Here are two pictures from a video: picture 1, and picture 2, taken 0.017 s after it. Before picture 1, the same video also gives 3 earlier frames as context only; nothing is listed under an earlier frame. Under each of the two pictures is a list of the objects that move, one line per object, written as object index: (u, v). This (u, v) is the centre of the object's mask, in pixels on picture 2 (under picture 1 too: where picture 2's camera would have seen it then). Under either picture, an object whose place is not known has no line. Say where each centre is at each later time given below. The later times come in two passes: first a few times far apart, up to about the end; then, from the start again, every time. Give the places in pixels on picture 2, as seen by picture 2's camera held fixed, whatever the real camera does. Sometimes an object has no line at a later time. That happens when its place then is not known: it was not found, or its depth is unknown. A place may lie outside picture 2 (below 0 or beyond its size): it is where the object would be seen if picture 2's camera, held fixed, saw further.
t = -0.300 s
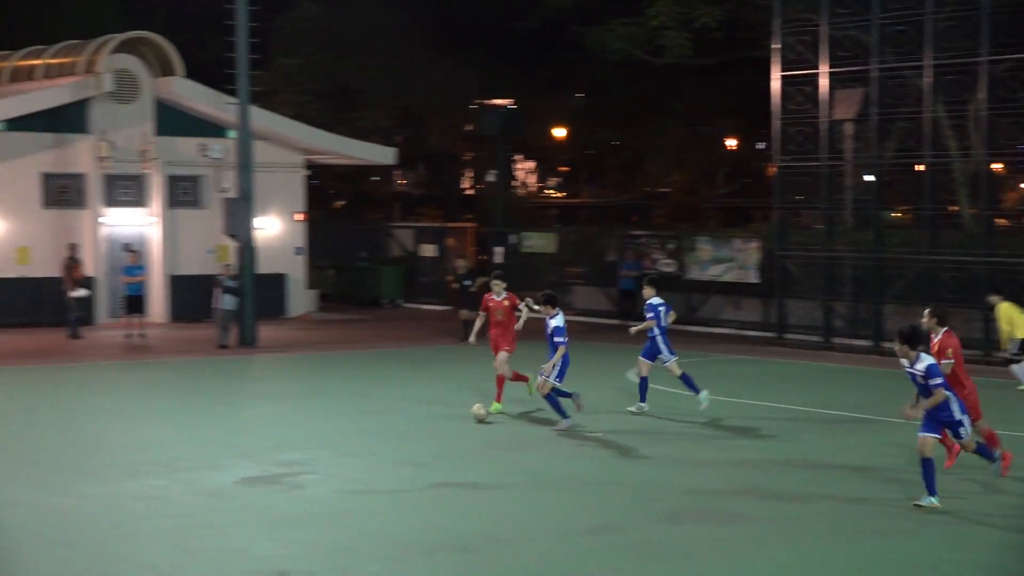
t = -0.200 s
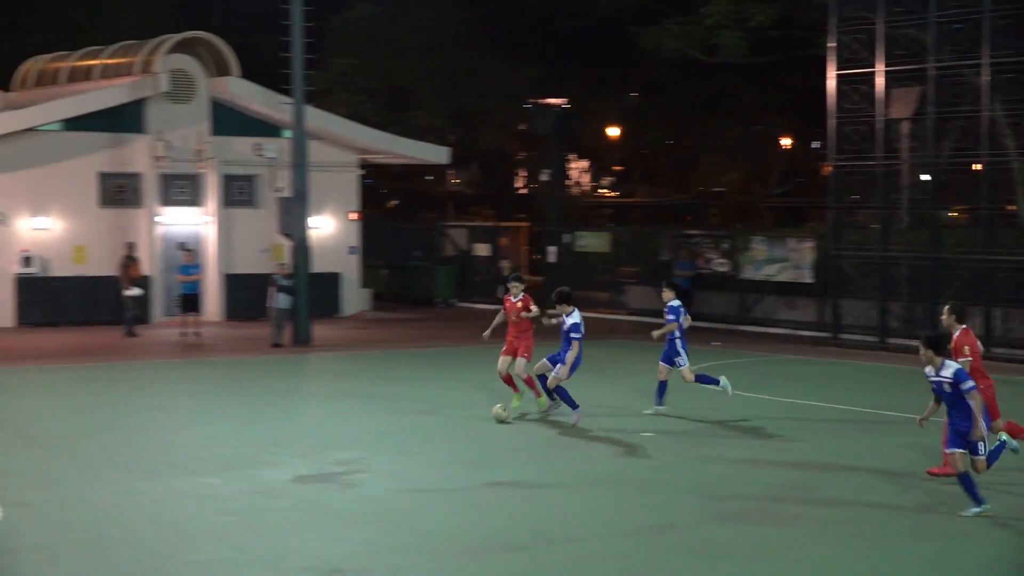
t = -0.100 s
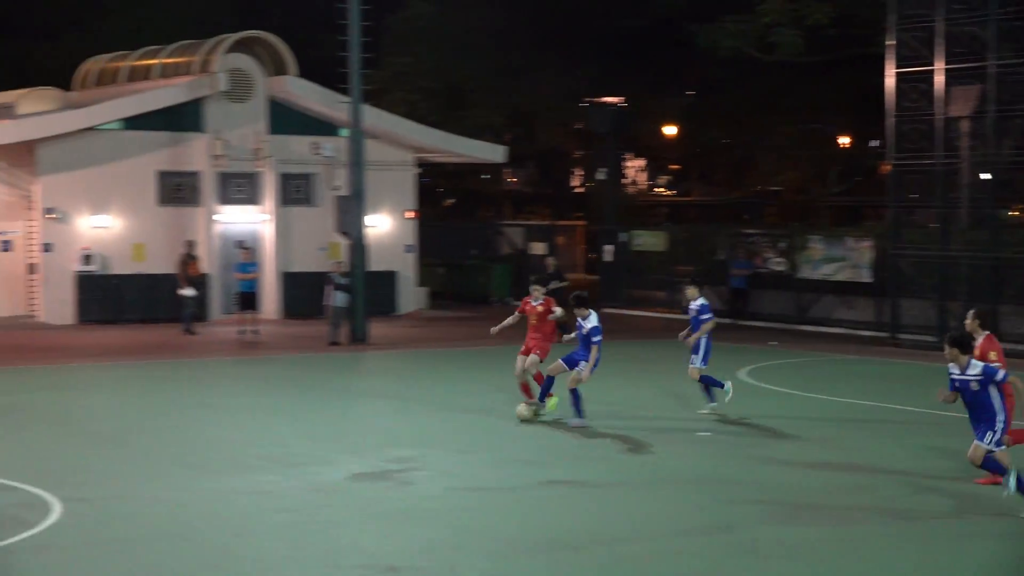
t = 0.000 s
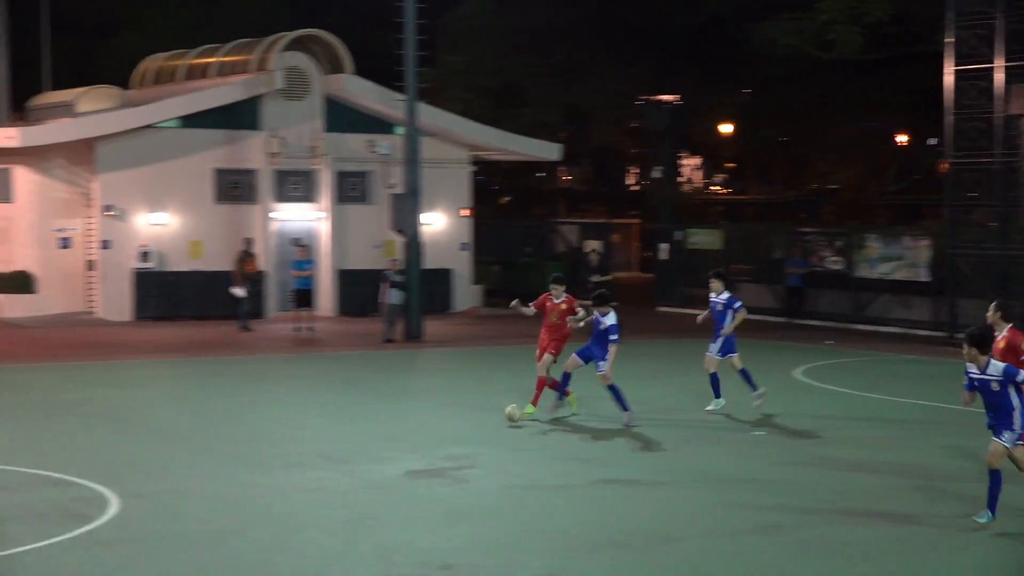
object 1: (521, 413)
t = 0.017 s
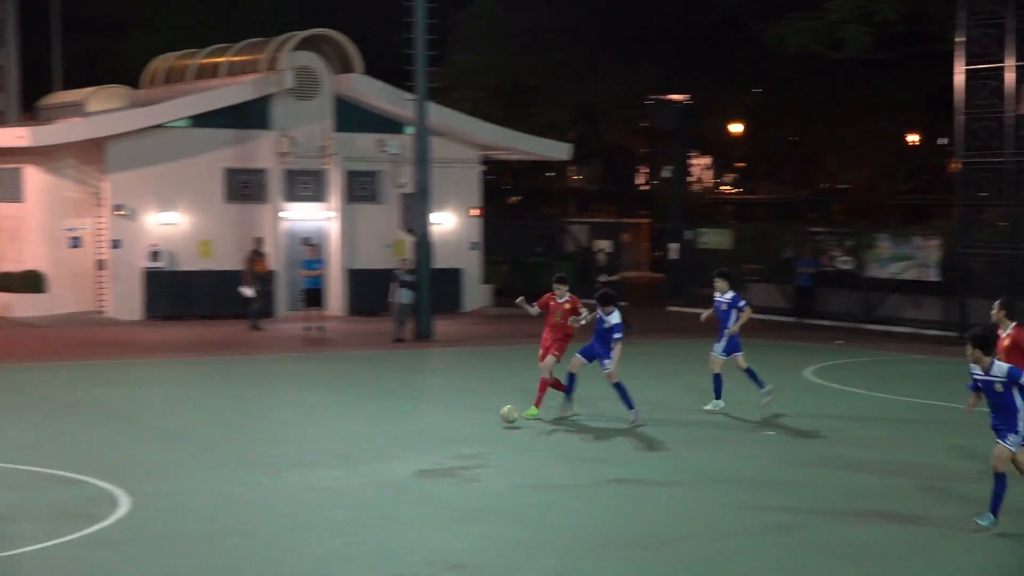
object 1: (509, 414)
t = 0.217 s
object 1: (342, 430)
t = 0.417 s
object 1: (174, 450)
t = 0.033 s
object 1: (495, 416)
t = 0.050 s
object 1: (482, 416)
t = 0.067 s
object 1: (467, 418)
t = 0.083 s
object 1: (453, 419)
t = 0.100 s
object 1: (439, 421)
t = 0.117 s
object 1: (423, 424)
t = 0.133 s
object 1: (410, 426)
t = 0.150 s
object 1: (395, 426)
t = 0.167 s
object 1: (381, 427)
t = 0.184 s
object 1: (369, 428)
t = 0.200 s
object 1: (355, 429)
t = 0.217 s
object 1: (342, 430)
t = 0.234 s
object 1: (327, 432)
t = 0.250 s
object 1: (313, 434)
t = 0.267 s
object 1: (299, 436)
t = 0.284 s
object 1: (284, 438)
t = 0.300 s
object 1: (270, 439)
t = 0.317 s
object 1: (257, 441)
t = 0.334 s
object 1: (243, 443)
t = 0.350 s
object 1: (230, 445)
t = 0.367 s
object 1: (216, 446)
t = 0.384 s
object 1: (202, 447)
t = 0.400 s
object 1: (188, 448)
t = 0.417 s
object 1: (174, 450)
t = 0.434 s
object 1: (161, 451)
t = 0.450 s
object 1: (146, 453)
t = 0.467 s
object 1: (132, 455)
